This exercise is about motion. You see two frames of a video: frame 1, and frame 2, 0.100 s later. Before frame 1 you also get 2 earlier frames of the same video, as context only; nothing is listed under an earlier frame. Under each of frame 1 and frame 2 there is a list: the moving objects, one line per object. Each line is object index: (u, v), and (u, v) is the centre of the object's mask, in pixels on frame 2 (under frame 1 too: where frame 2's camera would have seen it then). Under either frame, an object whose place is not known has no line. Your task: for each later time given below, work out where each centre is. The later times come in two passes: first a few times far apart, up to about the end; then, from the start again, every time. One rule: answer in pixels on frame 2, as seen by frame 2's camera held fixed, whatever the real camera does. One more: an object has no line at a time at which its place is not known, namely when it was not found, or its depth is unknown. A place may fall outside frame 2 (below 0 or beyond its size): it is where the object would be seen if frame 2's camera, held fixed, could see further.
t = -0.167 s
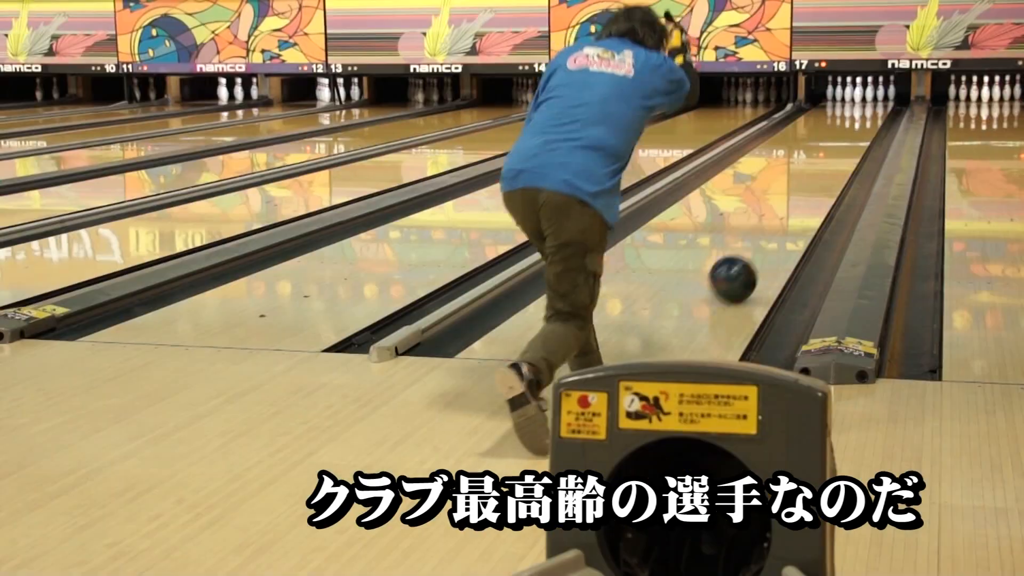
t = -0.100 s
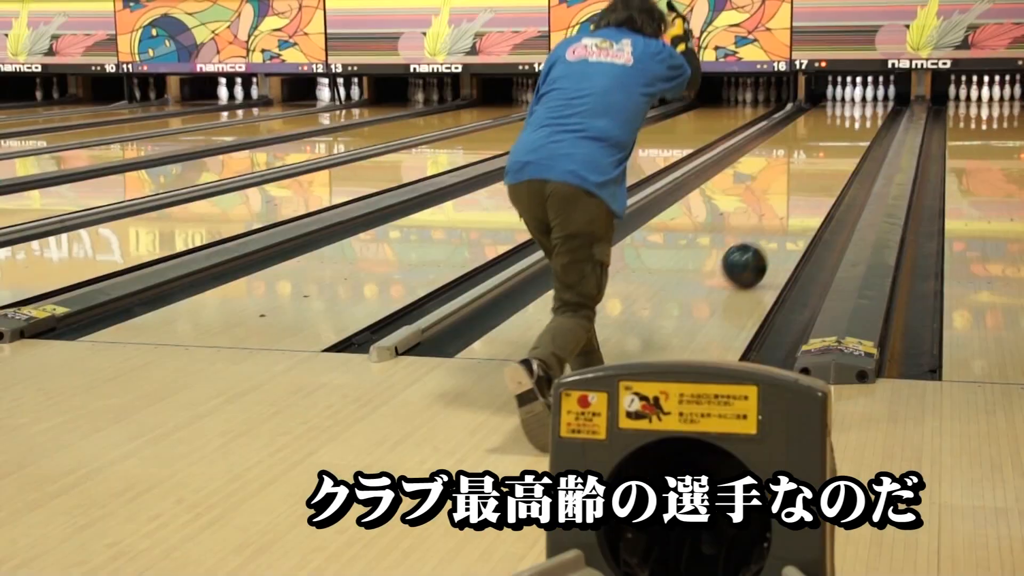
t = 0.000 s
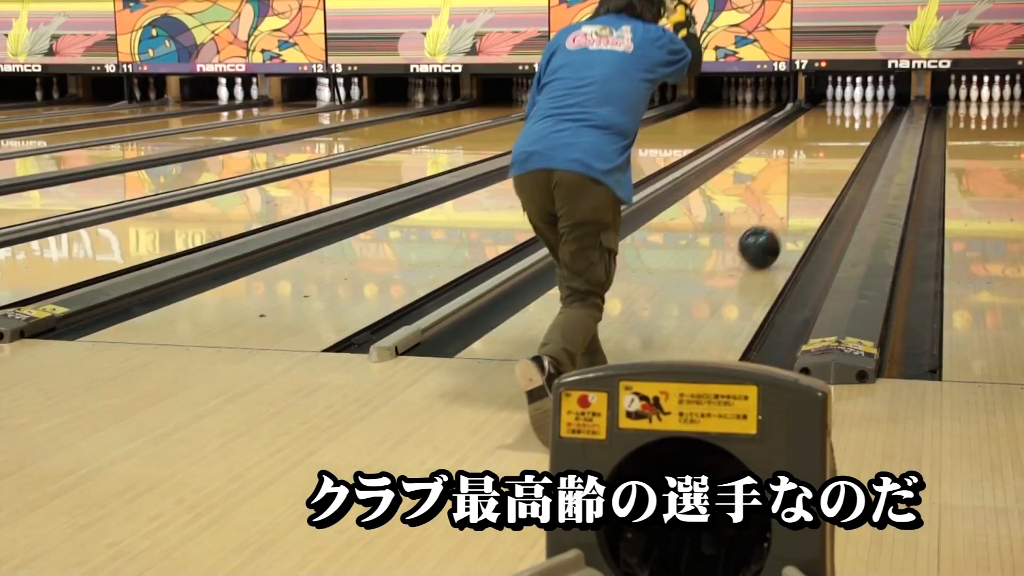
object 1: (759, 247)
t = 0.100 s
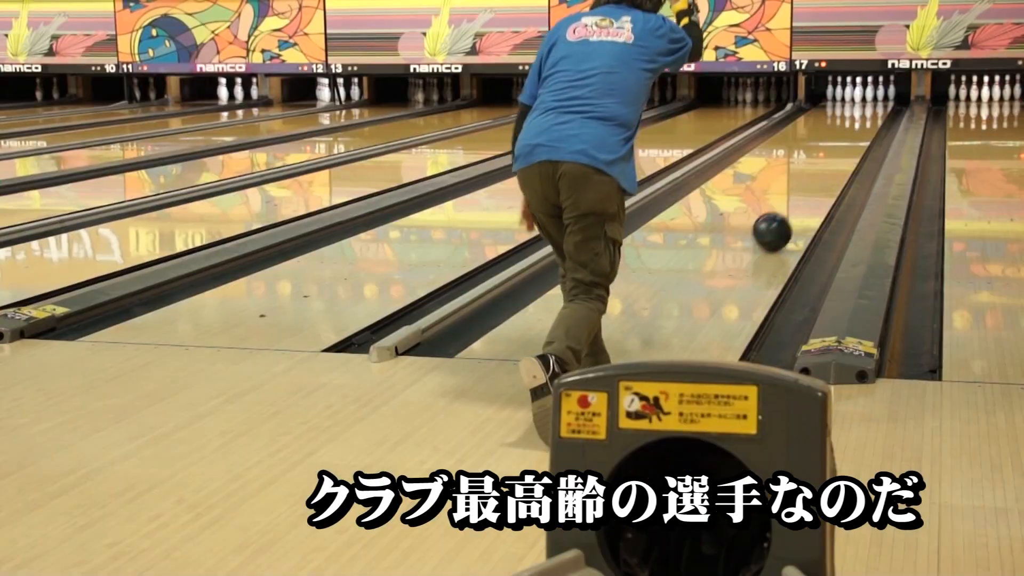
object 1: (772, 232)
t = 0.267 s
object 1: (790, 210)
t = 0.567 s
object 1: (814, 180)
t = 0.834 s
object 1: (829, 161)
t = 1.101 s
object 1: (840, 146)
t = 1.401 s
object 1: (849, 132)
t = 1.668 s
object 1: (856, 123)
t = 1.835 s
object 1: (858, 118)
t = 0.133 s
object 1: (776, 227)
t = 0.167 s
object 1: (779, 222)
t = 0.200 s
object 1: (783, 218)
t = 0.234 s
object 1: (787, 214)
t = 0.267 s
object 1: (790, 210)
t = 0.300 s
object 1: (793, 206)
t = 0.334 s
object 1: (796, 202)
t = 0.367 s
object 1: (799, 199)
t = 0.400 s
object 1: (802, 195)
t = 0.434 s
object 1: (804, 192)
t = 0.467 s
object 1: (807, 189)
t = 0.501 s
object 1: (809, 186)
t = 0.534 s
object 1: (811, 183)
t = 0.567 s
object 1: (814, 180)
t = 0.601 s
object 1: (816, 178)
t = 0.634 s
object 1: (818, 175)
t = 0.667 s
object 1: (820, 173)
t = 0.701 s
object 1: (822, 170)
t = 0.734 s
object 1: (823, 168)
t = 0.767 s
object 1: (825, 166)
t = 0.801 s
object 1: (827, 163)
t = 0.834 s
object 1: (829, 161)
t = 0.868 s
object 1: (830, 159)
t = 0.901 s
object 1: (832, 157)
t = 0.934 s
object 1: (833, 155)
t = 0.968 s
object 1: (835, 153)
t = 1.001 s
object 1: (836, 151)
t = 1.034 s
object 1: (837, 149)
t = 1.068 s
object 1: (839, 148)
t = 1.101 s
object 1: (840, 146)
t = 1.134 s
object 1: (841, 144)
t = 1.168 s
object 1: (842, 143)
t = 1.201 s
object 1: (843, 141)
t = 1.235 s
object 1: (844, 140)
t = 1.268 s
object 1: (845, 138)
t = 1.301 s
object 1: (847, 137)
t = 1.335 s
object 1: (847, 135)
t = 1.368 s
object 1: (848, 134)
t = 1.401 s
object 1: (849, 132)
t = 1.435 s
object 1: (850, 131)
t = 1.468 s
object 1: (851, 130)
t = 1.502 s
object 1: (852, 129)
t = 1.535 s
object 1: (853, 128)
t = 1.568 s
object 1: (853, 126)
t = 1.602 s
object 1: (854, 125)
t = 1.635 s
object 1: (855, 124)
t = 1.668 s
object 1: (856, 123)
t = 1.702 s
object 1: (856, 122)
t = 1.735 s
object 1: (857, 121)
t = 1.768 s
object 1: (857, 120)
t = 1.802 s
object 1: (858, 119)
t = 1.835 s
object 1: (858, 118)
